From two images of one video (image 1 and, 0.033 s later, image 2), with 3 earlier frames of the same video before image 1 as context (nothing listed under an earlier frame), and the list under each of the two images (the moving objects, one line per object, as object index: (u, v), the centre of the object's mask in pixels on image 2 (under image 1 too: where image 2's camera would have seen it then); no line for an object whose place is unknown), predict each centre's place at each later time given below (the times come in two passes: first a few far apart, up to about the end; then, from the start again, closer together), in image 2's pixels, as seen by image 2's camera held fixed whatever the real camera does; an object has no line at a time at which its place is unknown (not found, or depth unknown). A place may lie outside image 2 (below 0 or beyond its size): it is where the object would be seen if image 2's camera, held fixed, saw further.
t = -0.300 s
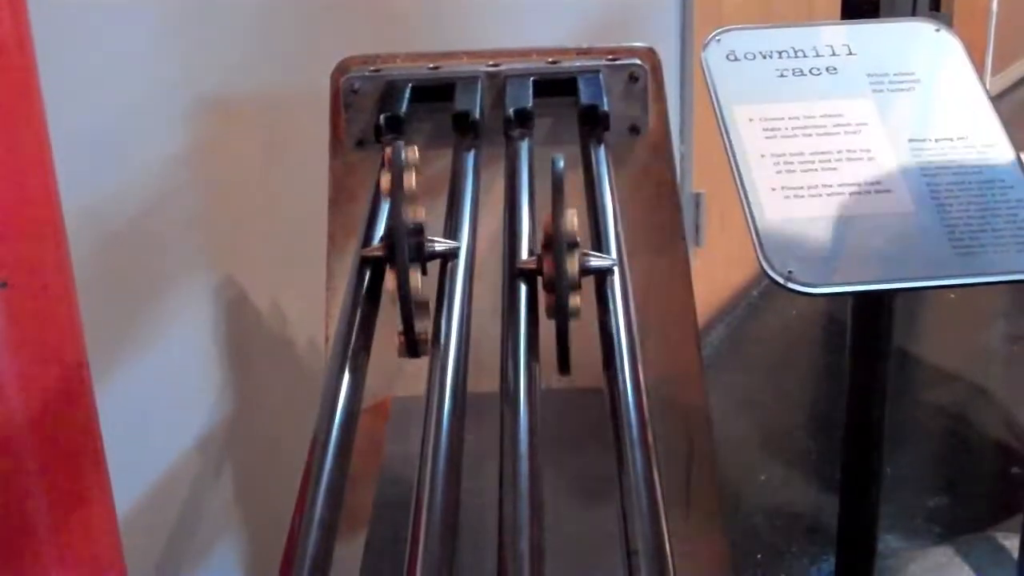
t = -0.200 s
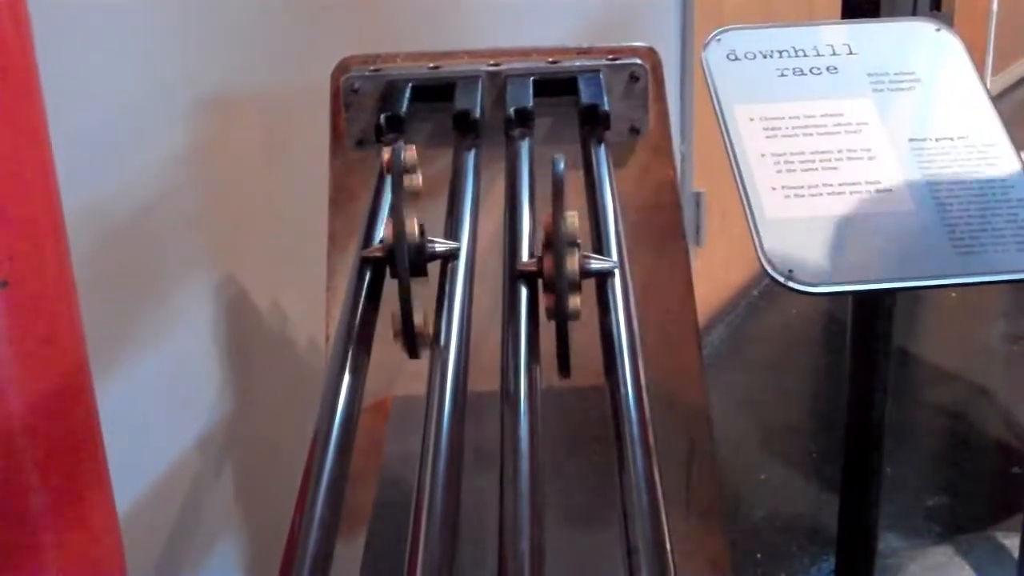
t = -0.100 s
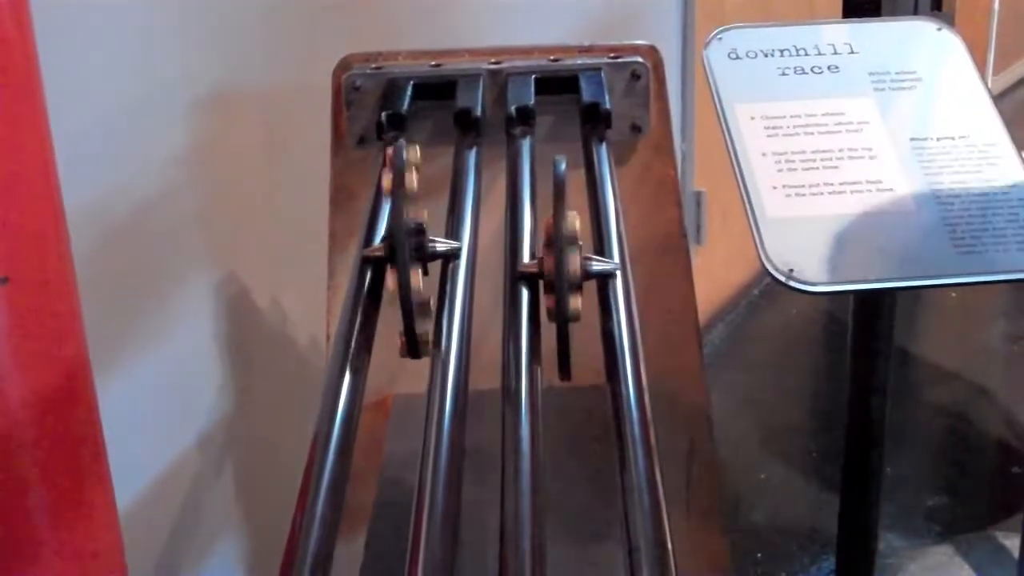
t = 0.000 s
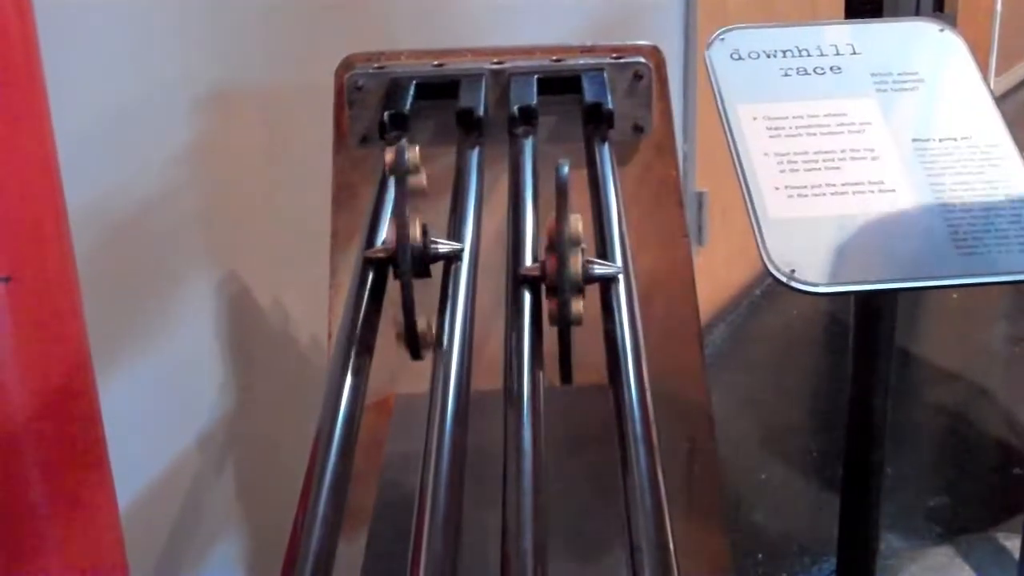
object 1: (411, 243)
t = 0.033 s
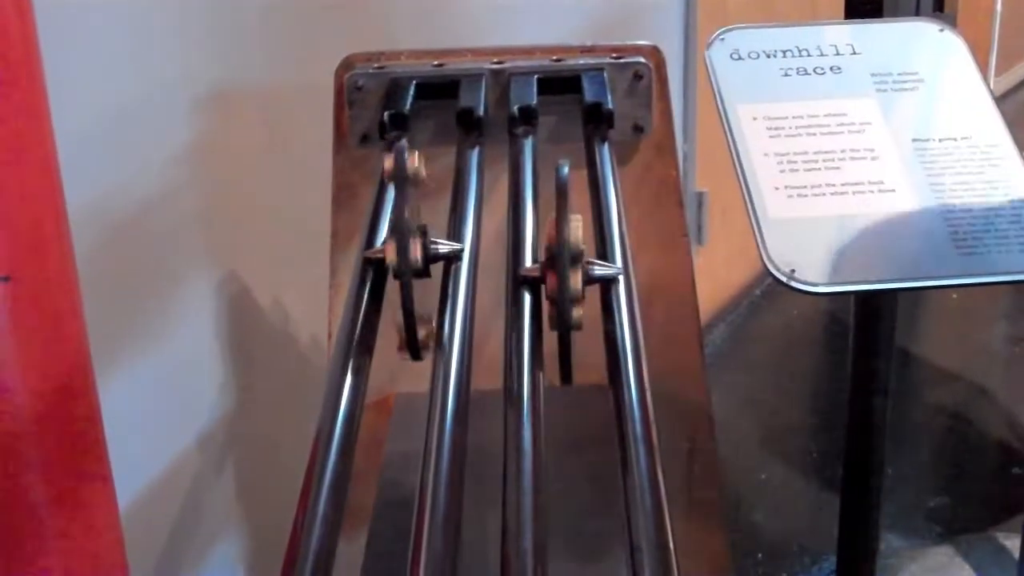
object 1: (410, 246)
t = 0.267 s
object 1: (411, 253)
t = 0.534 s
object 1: (410, 256)
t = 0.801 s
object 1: (408, 260)
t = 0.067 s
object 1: (411, 249)
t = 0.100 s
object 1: (411, 248)
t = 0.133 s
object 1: (411, 249)
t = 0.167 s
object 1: (411, 249)
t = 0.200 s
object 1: (411, 250)
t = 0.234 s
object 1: (410, 252)
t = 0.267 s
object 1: (411, 253)
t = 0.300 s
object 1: (411, 250)
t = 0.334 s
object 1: (411, 252)
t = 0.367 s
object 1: (410, 253)
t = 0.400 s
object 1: (409, 253)
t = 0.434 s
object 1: (409, 256)
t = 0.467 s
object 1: (410, 255)
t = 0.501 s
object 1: (410, 254)
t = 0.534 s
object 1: (410, 256)
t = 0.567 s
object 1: (409, 256)
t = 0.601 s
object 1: (409, 258)
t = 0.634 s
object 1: (410, 257)
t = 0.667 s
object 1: (409, 258)
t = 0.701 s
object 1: (409, 260)
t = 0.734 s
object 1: (408, 261)
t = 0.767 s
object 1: (408, 262)
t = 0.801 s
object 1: (408, 260)
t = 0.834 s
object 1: (408, 262)
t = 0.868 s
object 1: (408, 264)
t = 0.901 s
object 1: (407, 265)
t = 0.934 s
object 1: (407, 265)
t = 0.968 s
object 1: (407, 265)
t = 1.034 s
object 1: (406, 268)
